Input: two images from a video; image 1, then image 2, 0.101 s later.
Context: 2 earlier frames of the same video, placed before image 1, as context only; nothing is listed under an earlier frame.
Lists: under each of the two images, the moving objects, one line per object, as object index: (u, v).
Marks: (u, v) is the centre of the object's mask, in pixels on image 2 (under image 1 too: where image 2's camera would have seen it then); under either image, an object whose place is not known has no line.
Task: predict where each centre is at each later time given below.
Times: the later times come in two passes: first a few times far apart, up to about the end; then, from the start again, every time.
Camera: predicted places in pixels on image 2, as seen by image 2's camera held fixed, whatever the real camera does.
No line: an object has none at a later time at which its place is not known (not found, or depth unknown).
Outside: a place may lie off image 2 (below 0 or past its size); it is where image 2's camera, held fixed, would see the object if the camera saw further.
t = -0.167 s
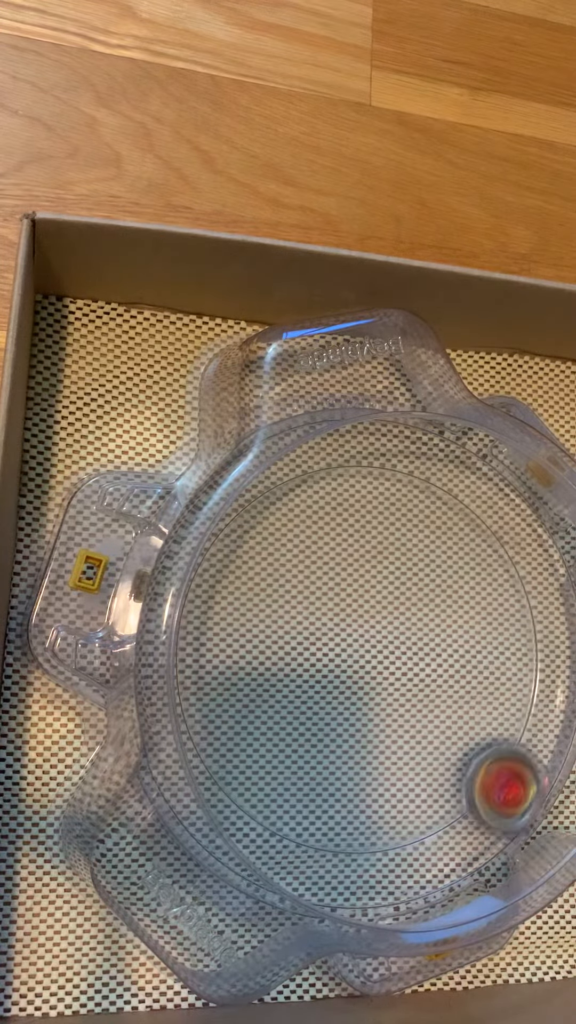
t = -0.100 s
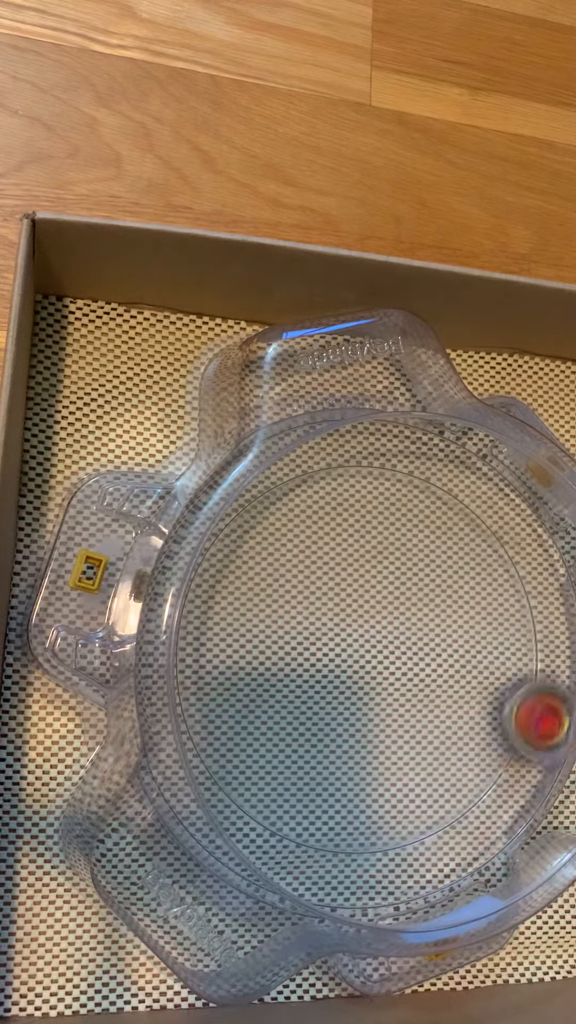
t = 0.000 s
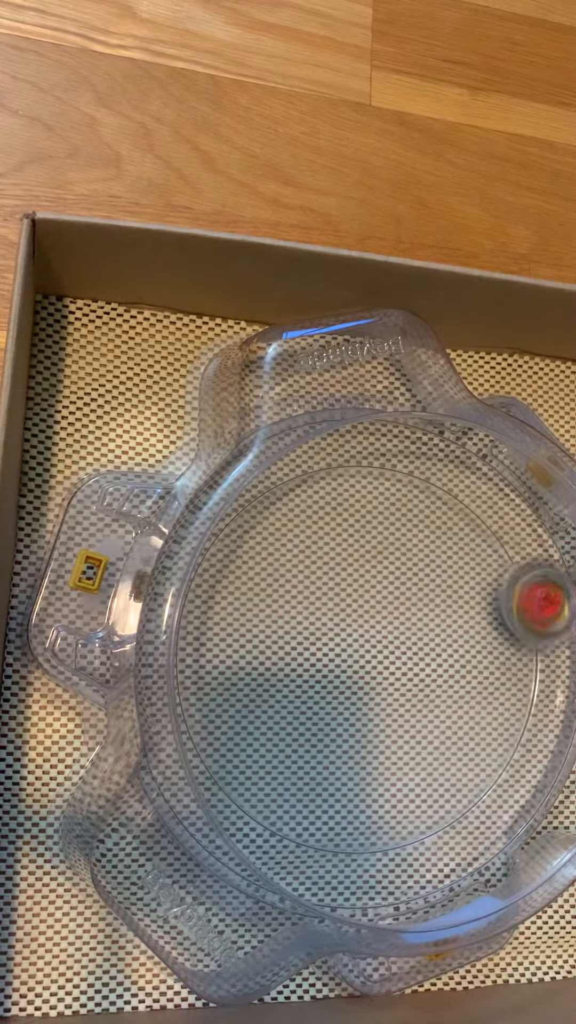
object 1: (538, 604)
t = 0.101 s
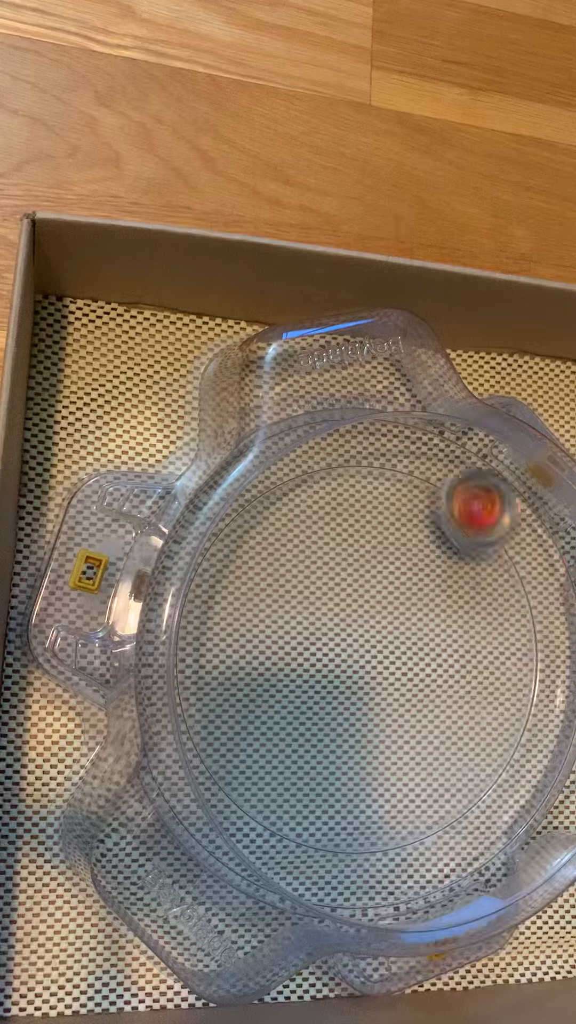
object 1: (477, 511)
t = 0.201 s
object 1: (374, 473)
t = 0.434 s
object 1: (208, 655)
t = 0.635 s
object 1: (330, 844)
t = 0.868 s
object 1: (538, 729)
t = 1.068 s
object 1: (490, 522)
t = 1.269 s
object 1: (298, 495)
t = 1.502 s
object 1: (215, 734)
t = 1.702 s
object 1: (388, 849)
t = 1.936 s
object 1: (543, 675)
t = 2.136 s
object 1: (455, 500)
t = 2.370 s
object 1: (242, 550)
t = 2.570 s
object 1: (237, 773)
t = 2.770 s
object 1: (427, 840)
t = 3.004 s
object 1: (545, 644)
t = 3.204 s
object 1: (435, 487)
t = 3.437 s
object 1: (234, 569)
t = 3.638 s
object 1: (247, 785)
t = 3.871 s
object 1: (468, 816)
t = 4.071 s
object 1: (542, 637)
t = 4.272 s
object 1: (422, 489)
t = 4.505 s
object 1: (230, 582)
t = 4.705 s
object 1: (258, 791)
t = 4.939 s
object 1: (470, 805)
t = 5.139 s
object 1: (535, 625)
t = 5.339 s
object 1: (411, 491)
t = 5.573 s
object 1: (229, 594)
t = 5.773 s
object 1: (271, 791)
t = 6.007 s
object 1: (478, 789)
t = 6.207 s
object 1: (527, 617)
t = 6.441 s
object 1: (369, 495)
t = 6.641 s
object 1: (228, 610)
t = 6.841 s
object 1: (284, 796)
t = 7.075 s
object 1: (483, 772)
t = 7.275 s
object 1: (513, 595)
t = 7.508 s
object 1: (342, 503)
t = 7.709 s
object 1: (229, 640)
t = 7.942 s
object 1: (346, 816)
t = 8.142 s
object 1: (500, 743)
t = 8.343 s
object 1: (492, 572)
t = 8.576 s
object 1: (315, 522)
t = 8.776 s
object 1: (233, 678)
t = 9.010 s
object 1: (382, 812)
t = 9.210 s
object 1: (507, 703)
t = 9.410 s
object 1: (463, 548)
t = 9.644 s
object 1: (286, 546)
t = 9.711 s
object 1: (254, 595)
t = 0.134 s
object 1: (446, 491)
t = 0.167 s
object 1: (412, 478)
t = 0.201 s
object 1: (374, 473)
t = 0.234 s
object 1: (337, 479)
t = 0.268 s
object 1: (304, 491)
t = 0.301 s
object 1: (273, 513)
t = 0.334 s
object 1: (247, 542)
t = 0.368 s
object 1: (228, 576)
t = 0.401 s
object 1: (215, 612)
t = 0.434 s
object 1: (208, 655)
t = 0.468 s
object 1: (208, 698)
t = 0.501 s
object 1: (218, 739)
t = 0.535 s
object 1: (237, 774)
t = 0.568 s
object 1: (264, 805)
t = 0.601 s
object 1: (297, 830)
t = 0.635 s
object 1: (330, 844)
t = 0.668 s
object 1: (367, 852)
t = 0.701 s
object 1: (404, 848)
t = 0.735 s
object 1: (439, 836)
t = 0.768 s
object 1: (471, 817)
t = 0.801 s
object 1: (499, 791)
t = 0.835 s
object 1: (522, 761)
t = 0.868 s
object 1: (538, 729)
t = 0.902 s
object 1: (544, 690)
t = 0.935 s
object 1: (545, 650)
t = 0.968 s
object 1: (542, 615)
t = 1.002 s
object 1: (532, 582)
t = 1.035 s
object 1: (514, 550)
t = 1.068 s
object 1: (490, 522)
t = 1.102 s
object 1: (464, 501)
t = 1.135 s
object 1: (433, 486)
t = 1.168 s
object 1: (398, 477)
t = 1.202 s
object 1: (365, 475)
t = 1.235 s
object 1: (330, 481)
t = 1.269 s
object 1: (298, 495)
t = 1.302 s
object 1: (269, 519)
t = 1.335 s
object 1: (246, 546)
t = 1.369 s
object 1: (225, 578)
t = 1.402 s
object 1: (214, 615)
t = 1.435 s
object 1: (203, 654)
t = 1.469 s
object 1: (206, 695)
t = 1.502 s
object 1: (215, 734)
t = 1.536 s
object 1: (232, 769)
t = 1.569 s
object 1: (255, 800)
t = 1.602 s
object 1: (283, 825)
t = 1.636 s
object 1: (317, 841)
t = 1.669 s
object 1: (351, 850)
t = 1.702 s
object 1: (388, 849)
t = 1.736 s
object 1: (424, 840)
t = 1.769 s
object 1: (454, 824)
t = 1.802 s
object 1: (485, 805)
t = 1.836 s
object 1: (510, 778)
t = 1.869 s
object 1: (529, 746)
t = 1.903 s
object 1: (540, 713)
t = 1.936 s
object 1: (543, 675)
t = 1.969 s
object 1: (543, 639)
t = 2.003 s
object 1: (538, 605)
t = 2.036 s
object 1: (525, 574)
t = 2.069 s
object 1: (507, 544)
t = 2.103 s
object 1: (483, 519)
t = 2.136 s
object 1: (455, 500)
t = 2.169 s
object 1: (426, 485)
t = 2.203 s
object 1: (392, 479)
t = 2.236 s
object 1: (358, 478)
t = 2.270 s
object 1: (325, 486)
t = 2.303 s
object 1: (294, 500)
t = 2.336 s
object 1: (266, 522)
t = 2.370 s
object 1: (242, 550)
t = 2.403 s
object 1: (225, 584)
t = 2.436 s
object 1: (214, 619)
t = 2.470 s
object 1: (208, 659)
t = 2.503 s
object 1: (207, 701)
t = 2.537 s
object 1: (218, 738)
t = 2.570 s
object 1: (237, 773)
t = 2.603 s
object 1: (259, 802)
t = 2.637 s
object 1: (290, 825)
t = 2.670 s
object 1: (322, 841)
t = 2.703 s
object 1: (358, 850)
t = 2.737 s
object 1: (392, 850)
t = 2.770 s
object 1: (427, 840)
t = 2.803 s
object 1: (459, 826)
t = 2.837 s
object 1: (487, 807)
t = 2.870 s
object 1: (511, 780)
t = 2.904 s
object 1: (528, 748)
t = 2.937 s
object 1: (540, 715)
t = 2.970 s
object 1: (544, 681)
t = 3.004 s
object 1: (545, 644)
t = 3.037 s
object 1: (541, 610)
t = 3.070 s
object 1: (531, 578)
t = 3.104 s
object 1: (513, 548)
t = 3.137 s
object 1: (490, 522)
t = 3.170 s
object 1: (465, 502)
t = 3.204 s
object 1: (435, 487)
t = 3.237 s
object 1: (403, 478)
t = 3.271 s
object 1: (370, 476)
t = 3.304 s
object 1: (338, 482)
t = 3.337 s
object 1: (307, 493)
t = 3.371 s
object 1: (278, 513)
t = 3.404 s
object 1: (252, 538)
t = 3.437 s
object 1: (234, 569)
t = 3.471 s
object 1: (219, 602)
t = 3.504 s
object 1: (211, 640)
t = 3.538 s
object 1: (206, 678)
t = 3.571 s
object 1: (214, 718)
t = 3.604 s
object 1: (228, 752)
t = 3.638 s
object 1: (247, 785)
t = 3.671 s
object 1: (274, 813)
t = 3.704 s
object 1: (305, 832)
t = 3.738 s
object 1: (339, 843)
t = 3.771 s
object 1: (373, 847)
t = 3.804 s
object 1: (408, 844)
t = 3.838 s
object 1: (437, 833)
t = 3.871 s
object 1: (468, 816)
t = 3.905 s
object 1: (492, 794)
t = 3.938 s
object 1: (513, 768)
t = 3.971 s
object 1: (529, 739)
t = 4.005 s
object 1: (539, 708)
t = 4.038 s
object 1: (542, 673)
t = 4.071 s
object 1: (542, 637)
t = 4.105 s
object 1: (536, 604)
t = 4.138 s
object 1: (522, 572)
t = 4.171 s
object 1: (503, 545)
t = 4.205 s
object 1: (481, 521)
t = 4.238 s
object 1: (453, 502)
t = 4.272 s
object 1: (422, 489)
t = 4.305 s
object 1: (391, 483)
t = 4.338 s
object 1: (357, 481)
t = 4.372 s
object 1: (327, 490)
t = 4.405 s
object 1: (296, 504)
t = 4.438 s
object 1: (268, 526)
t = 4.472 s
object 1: (247, 551)
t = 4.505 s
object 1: (230, 582)
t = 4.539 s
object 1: (218, 616)
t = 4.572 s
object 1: (212, 653)
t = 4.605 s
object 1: (213, 691)
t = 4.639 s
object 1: (221, 727)
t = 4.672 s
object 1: (235, 761)
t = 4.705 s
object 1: (258, 791)
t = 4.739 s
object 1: (286, 814)
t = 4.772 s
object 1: (318, 830)
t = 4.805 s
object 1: (349, 837)
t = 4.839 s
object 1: (383, 839)
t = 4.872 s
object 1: (415, 832)
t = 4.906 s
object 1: (444, 821)
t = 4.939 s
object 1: (470, 805)
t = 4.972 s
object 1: (494, 782)
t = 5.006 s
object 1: (514, 756)
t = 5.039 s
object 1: (526, 724)
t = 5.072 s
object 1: (535, 692)
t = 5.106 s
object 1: (538, 658)
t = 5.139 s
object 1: (535, 625)
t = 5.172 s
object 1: (525, 593)
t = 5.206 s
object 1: (510, 564)
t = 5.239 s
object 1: (490, 537)
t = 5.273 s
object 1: (466, 518)
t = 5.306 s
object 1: (440, 502)
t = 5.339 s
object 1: (411, 491)
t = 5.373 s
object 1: (380, 486)
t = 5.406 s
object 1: (348, 488)
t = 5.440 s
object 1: (316, 498)
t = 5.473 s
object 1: (289, 513)
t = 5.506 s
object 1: (264, 536)
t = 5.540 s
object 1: (245, 563)
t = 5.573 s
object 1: (229, 594)
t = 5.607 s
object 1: (221, 626)
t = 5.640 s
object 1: (217, 664)
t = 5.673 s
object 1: (221, 698)
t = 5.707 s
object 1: (230, 733)
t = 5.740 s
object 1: (247, 765)
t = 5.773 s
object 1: (271, 791)
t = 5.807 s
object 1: (298, 811)
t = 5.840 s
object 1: (329, 826)
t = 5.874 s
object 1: (363, 832)
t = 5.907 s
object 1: (395, 831)
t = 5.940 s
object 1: (423, 822)
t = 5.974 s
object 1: (453, 811)
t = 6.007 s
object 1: (478, 789)
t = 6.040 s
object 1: (498, 767)
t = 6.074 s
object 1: (516, 741)
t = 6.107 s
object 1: (527, 710)
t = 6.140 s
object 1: (531, 678)
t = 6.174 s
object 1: (532, 648)
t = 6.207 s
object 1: (527, 617)
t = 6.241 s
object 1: (516, 587)
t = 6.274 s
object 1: (502, 562)
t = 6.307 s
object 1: (480, 537)
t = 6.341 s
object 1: (457, 519)
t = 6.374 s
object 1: (430, 504)
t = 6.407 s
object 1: (400, 496)
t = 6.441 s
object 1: (369, 495)
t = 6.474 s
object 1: (339, 499)
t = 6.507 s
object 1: (310, 509)
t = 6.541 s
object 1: (282, 528)
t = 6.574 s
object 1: (259, 550)
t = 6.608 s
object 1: (240, 578)
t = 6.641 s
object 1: (228, 610)
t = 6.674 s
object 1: (222, 643)
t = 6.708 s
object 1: (221, 677)
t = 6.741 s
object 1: (228, 712)
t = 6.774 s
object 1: (241, 744)
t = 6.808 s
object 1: (259, 773)
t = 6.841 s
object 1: (284, 796)
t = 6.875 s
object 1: (312, 812)
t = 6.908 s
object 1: (342, 822)
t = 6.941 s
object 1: (374, 824)
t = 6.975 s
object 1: (403, 820)
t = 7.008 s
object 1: (433, 811)
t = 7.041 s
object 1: (461, 794)
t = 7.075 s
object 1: (483, 772)
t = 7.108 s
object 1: (500, 746)
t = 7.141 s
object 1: (514, 719)
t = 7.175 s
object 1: (523, 689)
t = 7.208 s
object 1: (526, 656)
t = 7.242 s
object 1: (522, 625)
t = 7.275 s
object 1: (513, 595)
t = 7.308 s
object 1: (498, 566)
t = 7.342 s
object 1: (479, 544)
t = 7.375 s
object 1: (455, 525)
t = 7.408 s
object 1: (431, 511)
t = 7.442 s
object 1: (403, 501)
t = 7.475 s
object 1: (373, 499)
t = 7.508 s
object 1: (342, 503)
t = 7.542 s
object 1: (315, 513)
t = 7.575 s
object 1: (290, 530)
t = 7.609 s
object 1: (268, 550)
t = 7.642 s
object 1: (250, 576)
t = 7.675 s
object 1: (237, 605)
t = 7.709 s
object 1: (229, 640)
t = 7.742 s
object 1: (229, 675)
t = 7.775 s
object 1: (236, 708)
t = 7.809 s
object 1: (248, 740)
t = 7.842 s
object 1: (267, 767)
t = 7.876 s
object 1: (289, 790)
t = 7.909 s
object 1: (318, 808)
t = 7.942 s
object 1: (346, 816)
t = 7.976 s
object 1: (378, 819)
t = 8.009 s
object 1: (407, 815)
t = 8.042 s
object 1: (433, 805)
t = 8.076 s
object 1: (460, 789)
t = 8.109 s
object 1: (481, 769)
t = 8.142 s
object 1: (500, 743)
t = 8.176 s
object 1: (511, 717)
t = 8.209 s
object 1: (518, 686)
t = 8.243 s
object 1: (520, 656)
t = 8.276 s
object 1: (516, 626)
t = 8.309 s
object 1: (507, 596)
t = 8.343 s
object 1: (492, 572)
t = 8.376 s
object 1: (473, 551)
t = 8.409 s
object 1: (452, 531)
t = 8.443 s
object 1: (427, 517)
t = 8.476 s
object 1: (399, 510)
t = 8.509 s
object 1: (371, 507)
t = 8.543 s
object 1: (342, 512)
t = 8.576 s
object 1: (315, 522)
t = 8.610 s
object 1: (291, 537)
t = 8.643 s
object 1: (268, 558)
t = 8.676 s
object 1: (250, 585)
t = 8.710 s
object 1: (240, 615)
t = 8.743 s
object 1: (234, 645)
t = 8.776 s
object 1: (233, 678)
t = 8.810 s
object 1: (240, 711)
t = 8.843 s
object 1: (254, 742)
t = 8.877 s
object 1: (272, 767)
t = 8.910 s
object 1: (297, 787)
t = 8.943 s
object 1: (322, 802)
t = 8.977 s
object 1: (352, 811)
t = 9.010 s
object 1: (382, 812)
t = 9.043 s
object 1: (412, 806)
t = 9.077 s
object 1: (438, 795)
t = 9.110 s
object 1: (459, 778)
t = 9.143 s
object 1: (481, 757)
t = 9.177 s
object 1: (496, 732)
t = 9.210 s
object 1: (507, 703)
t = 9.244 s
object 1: (512, 675)
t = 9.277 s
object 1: (512, 647)
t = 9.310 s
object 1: (507, 618)
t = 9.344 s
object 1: (497, 590)
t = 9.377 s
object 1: (481, 566)
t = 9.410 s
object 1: (463, 548)
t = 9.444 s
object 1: (441, 530)
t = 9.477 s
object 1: (416, 519)
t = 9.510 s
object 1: (388, 512)
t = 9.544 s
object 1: (361, 513)
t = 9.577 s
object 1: (334, 518)
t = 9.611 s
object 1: (310, 530)
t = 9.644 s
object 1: (286, 546)
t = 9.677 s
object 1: (268, 569)
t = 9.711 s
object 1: (254, 595)
